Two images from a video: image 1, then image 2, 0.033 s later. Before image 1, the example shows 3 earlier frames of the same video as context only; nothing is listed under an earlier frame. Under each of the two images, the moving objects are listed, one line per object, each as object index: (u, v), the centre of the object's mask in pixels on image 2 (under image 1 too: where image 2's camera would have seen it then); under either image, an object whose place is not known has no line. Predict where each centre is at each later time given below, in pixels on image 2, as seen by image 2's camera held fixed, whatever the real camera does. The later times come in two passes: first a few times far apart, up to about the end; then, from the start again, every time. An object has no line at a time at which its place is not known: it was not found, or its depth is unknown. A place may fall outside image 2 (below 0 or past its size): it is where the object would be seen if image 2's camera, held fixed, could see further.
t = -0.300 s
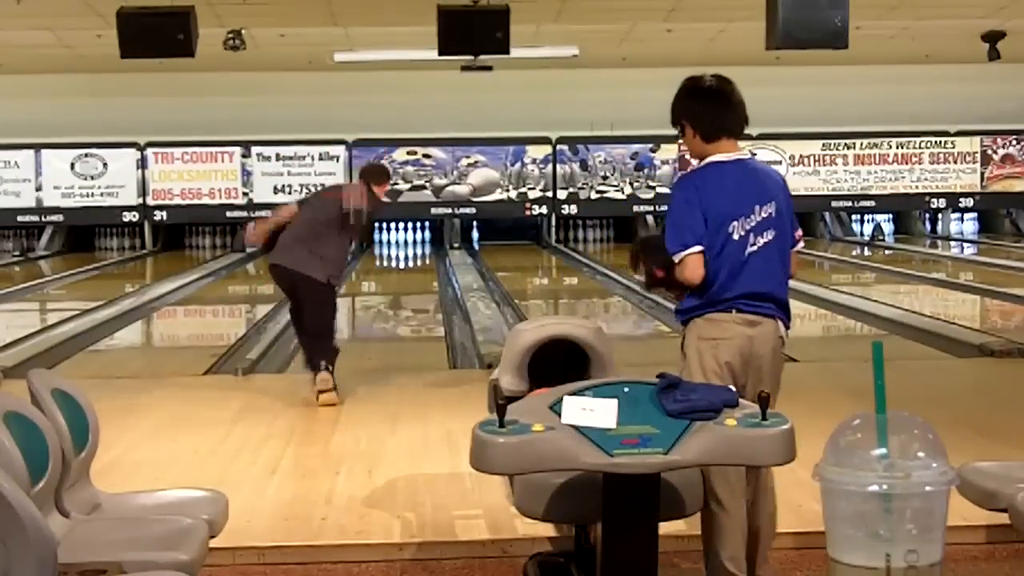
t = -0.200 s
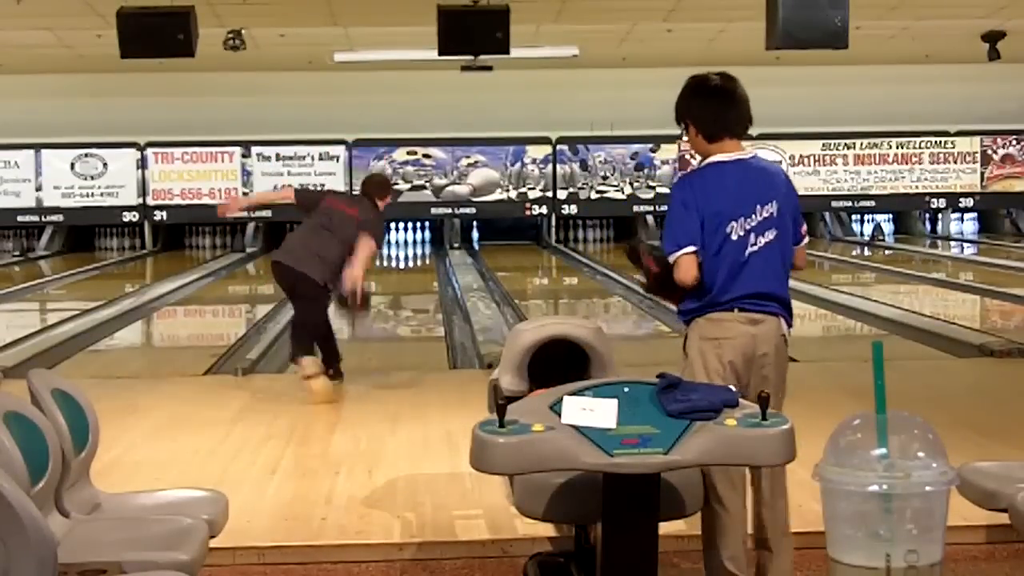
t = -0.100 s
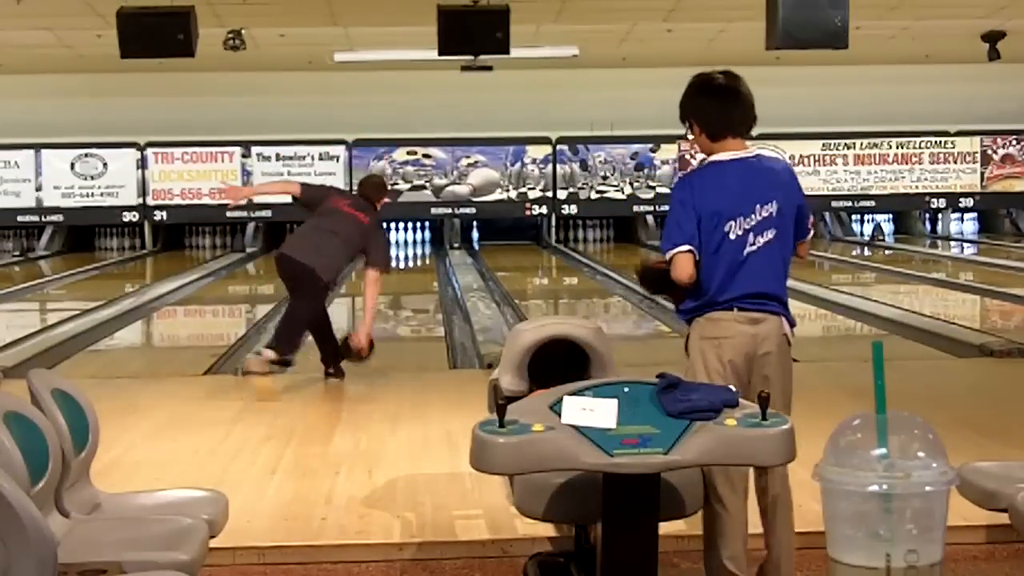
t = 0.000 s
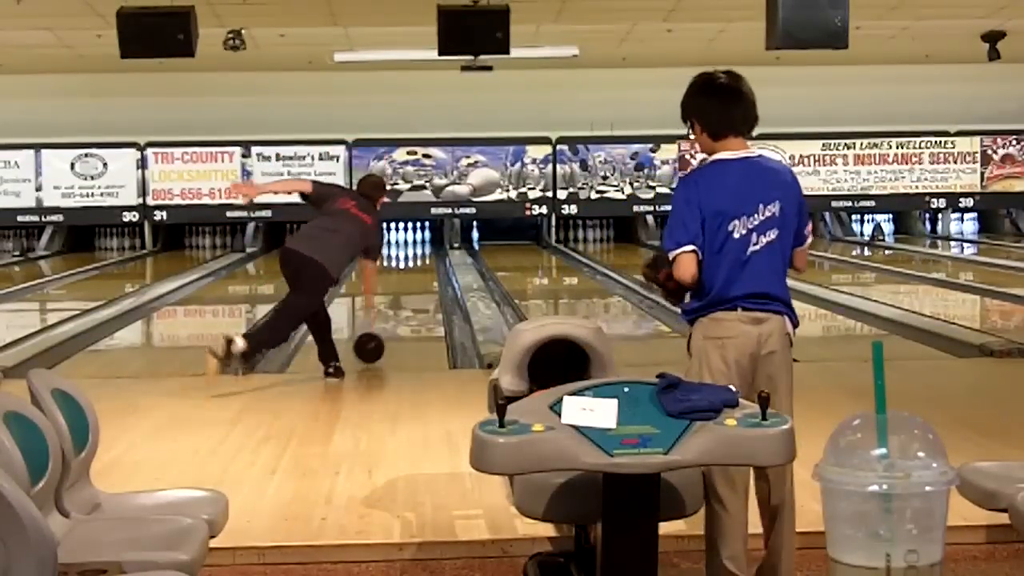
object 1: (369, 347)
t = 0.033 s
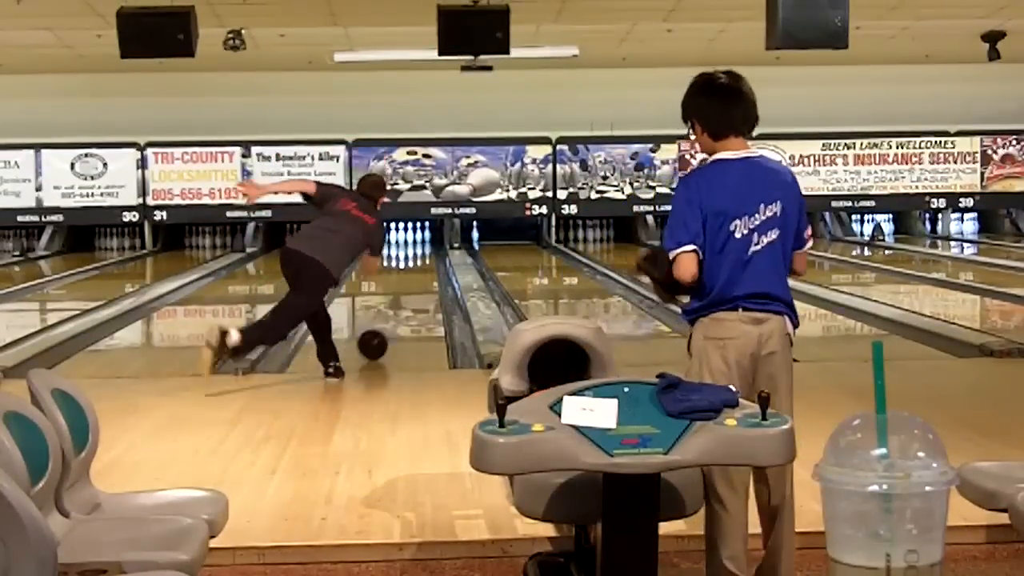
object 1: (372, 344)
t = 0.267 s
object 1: (393, 316)
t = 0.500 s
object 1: (408, 297)
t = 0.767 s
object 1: (419, 282)
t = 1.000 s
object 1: (424, 270)
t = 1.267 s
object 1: (427, 261)
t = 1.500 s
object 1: (427, 254)
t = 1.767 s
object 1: (422, 249)
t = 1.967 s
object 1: (418, 244)
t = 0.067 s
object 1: (376, 340)
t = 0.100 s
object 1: (379, 335)
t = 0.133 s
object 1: (382, 332)
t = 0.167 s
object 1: (385, 327)
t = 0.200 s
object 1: (388, 324)
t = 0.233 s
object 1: (390, 320)
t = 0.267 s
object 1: (393, 316)
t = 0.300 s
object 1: (396, 313)
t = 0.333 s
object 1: (398, 310)
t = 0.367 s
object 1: (400, 307)
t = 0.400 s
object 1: (402, 304)
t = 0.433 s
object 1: (404, 302)
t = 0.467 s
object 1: (406, 299)
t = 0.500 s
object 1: (408, 297)
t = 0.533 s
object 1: (410, 295)
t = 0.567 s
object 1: (411, 293)
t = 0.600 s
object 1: (412, 291)
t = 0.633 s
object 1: (414, 289)
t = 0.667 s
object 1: (415, 287)
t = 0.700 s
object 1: (416, 285)
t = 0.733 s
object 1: (417, 283)
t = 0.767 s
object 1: (419, 282)
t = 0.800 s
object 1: (419, 280)
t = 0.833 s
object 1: (420, 279)
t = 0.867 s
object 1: (421, 277)
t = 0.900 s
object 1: (422, 276)
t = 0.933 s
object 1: (423, 273)
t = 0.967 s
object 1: (423, 272)
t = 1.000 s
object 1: (424, 270)
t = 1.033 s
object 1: (424, 269)
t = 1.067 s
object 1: (425, 268)
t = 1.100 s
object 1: (426, 266)
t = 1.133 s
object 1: (426, 265)
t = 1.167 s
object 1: (426, 264)
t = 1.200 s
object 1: (427, 263)
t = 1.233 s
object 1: (427, 262)
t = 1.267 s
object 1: (427, 261)
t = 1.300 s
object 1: (427, 260)
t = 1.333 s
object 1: (427, 259)
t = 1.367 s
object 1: (427, 258)
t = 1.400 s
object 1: (427, 256)
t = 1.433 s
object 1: (427, 256)
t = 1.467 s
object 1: (427, 255)
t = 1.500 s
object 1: (427, 254)
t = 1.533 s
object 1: (426, 253)
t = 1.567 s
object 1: (426, 252)
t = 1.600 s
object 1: (427, 253)
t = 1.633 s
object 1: (425, 251)
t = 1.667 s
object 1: (425, 250)
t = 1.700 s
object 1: (423, 250)
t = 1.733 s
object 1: (422, 249)
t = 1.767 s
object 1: (422, 249)
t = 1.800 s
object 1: (421, 248)
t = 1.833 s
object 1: (420, 247)
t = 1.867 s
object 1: (420, 246)
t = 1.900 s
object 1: (419, 245)
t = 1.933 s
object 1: (419, 244)
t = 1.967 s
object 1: (418, 244)
